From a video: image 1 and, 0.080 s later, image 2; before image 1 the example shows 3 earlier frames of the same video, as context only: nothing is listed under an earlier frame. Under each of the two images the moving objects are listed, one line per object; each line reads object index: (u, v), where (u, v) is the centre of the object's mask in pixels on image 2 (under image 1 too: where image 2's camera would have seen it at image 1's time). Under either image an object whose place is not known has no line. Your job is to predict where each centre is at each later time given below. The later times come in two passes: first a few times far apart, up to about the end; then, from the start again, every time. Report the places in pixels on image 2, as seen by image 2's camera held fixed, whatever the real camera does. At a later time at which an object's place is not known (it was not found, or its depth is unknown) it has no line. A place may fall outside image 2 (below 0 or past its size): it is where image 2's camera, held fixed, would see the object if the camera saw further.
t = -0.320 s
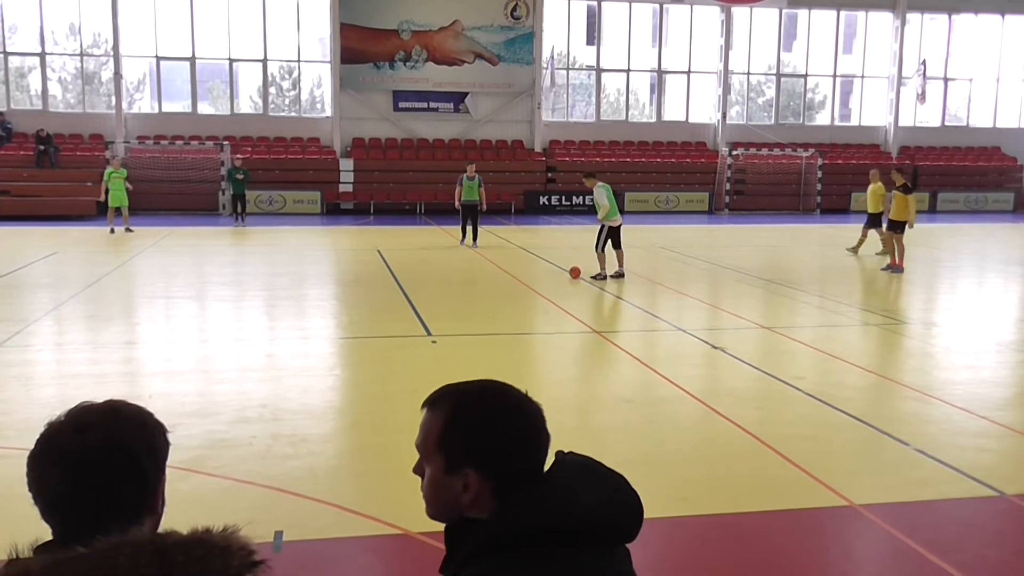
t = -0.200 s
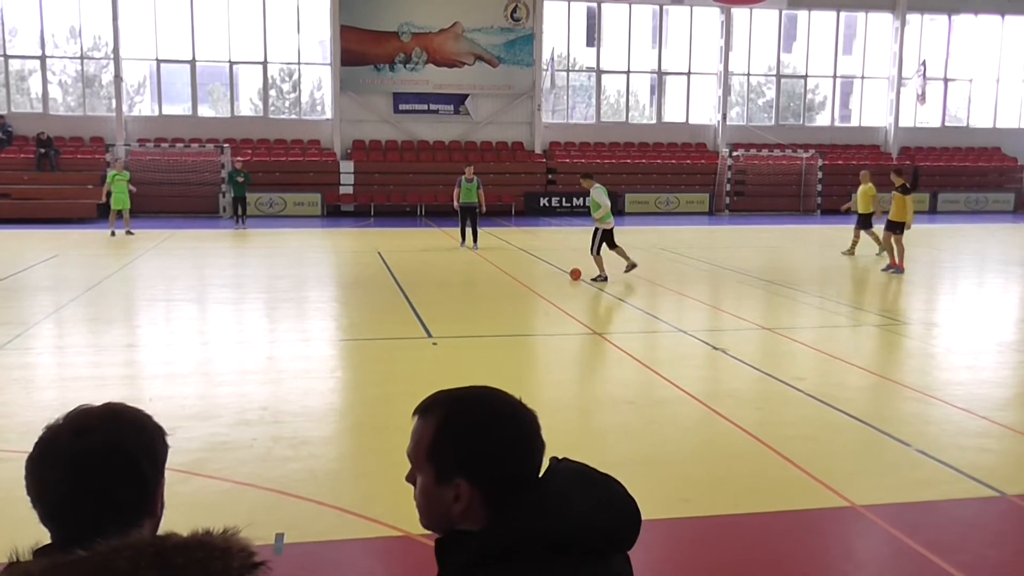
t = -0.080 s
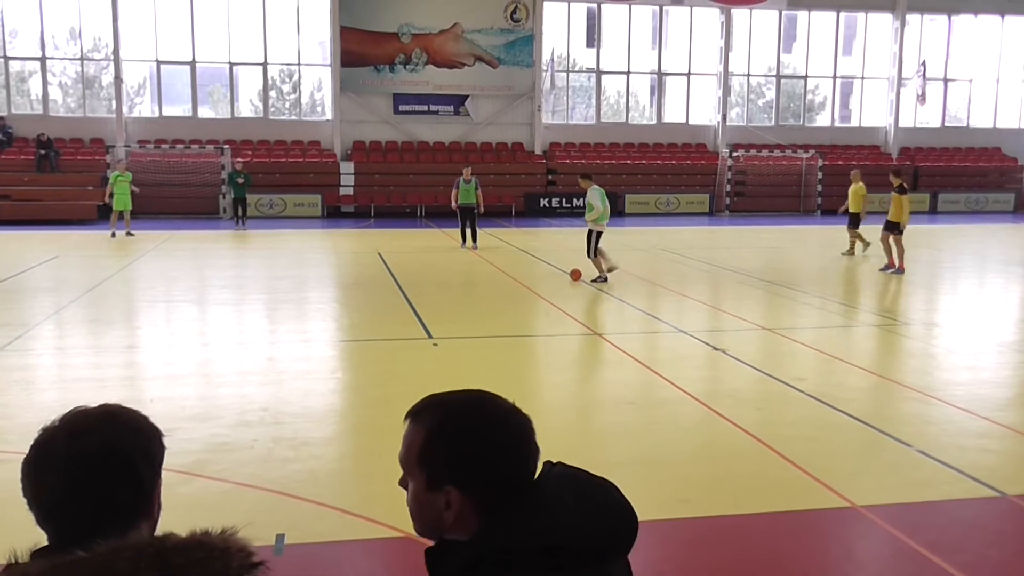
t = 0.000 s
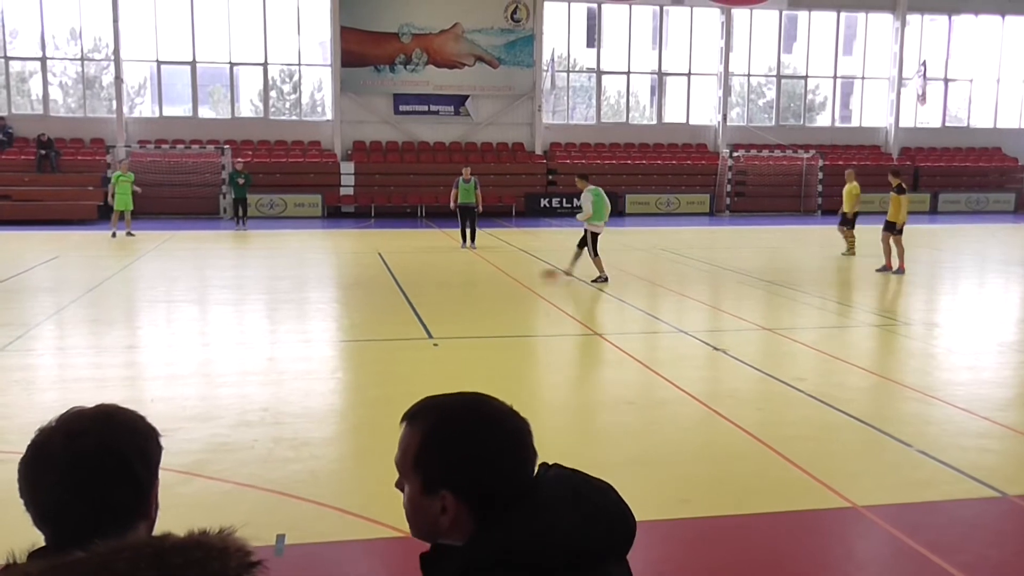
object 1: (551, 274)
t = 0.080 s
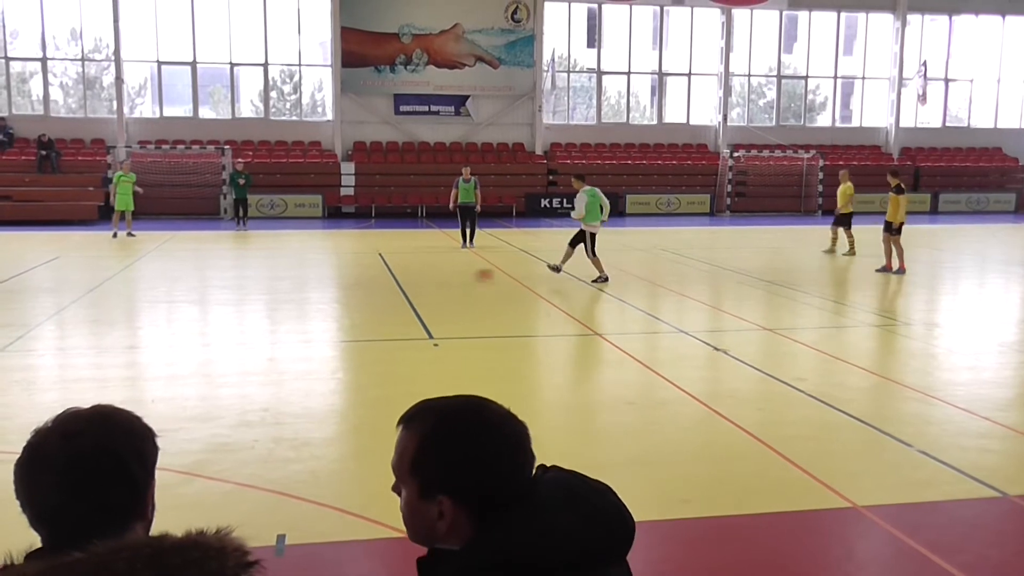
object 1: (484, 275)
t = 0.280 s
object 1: (328, 277)
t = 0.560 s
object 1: (136, 278)
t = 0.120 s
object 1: (451, 276)
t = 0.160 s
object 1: (419, 276)
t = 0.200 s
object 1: (387, 276)
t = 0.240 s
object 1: (357, 276)
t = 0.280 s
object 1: (328, 277)
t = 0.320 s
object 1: (299, 277)
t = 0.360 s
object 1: (270, 277)
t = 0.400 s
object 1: (241, 278)
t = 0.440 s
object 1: (213, 277)
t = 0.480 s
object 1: (187, 278)
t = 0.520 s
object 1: (160, 278)
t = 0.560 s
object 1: (136, 278)
